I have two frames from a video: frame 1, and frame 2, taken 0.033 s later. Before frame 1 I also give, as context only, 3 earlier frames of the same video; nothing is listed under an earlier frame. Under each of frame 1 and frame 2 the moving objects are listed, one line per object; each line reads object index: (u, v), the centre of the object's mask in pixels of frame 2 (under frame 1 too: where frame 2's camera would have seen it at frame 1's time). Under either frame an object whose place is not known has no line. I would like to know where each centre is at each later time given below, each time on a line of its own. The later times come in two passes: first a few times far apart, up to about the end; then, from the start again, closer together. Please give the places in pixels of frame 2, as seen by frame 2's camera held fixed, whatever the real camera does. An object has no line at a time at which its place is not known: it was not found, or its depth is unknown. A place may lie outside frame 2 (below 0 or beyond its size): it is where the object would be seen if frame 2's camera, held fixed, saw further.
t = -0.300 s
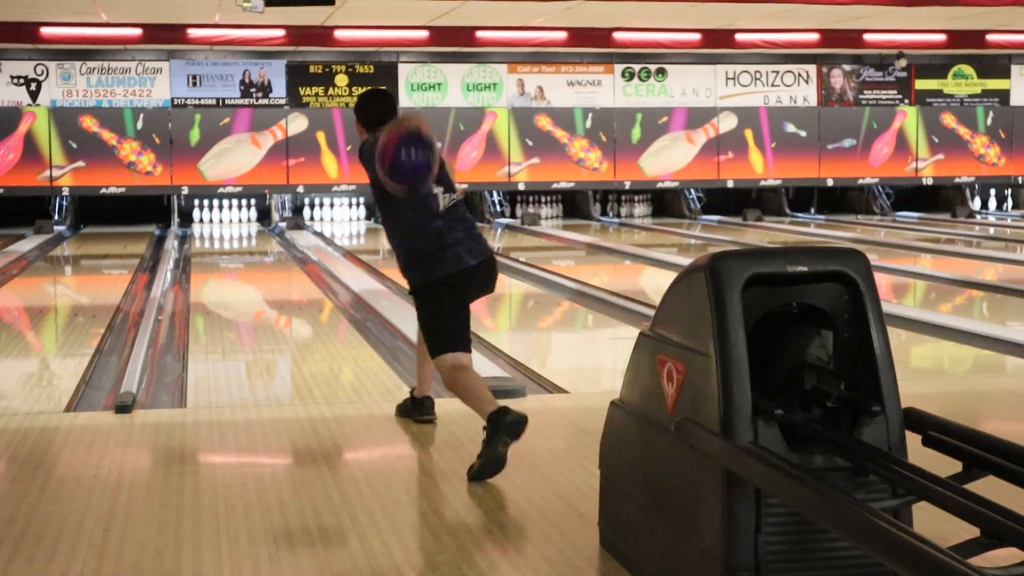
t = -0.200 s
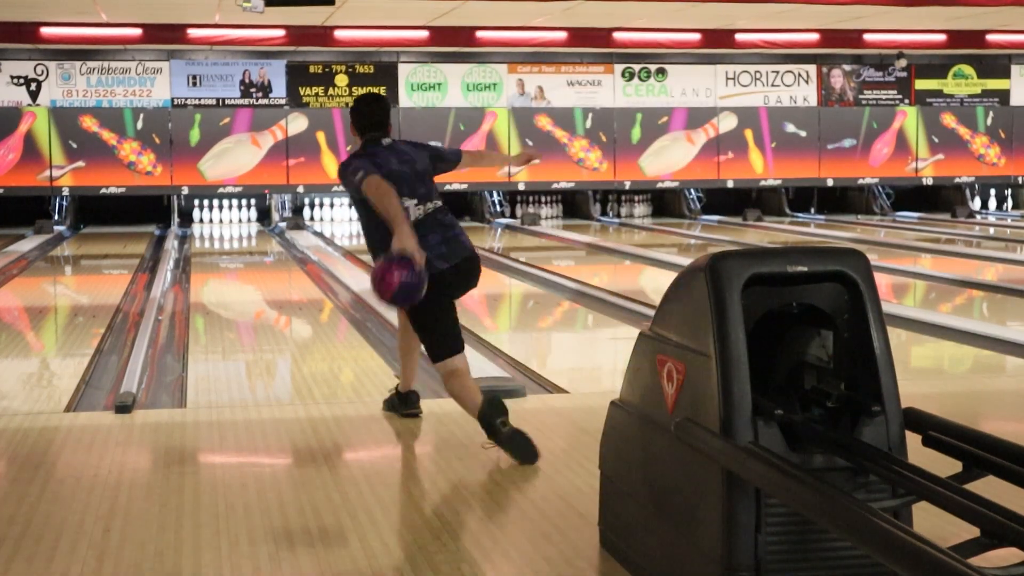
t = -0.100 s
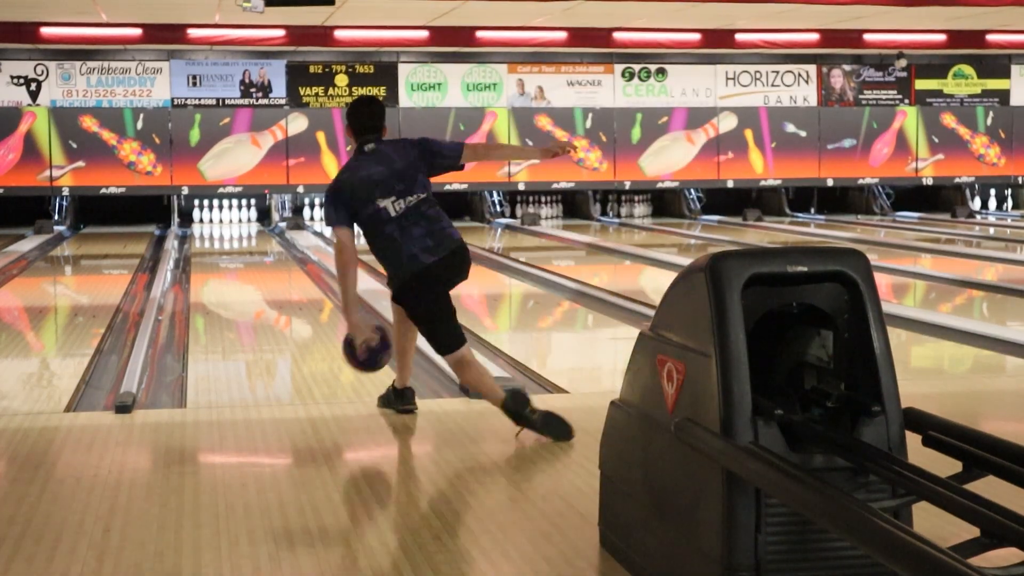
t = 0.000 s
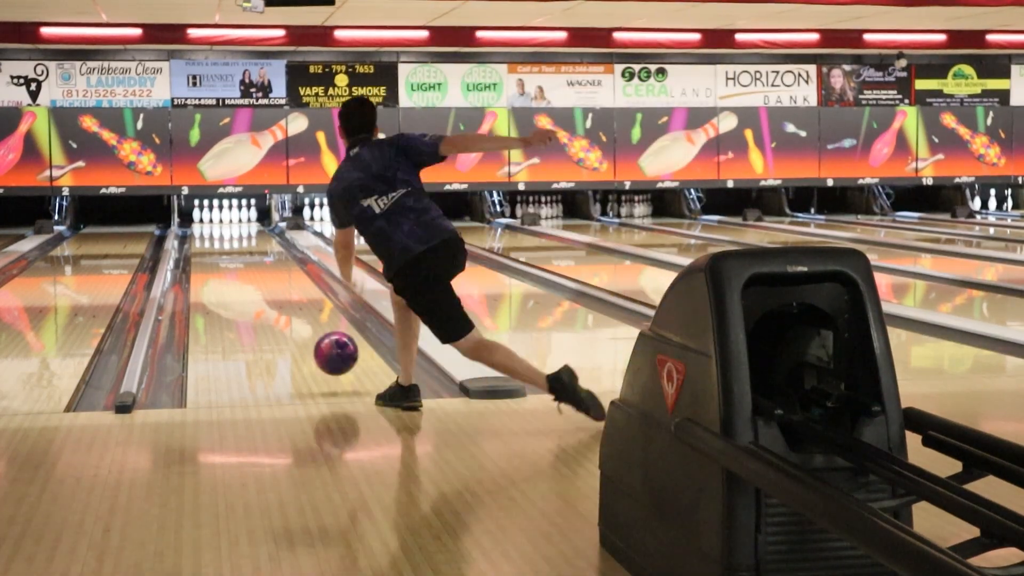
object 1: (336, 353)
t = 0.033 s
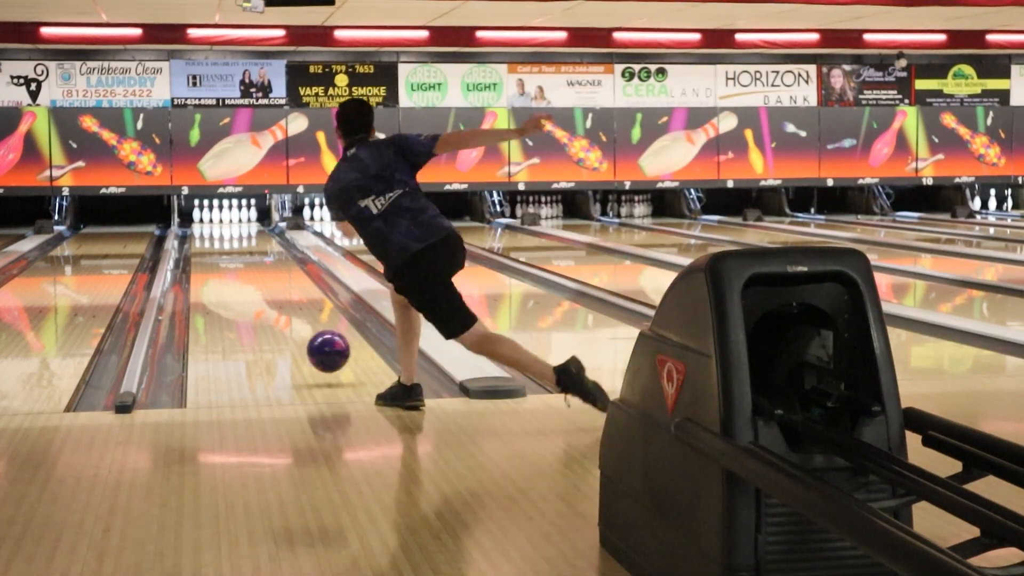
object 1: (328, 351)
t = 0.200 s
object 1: (298, 334)
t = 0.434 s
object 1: (268, 303)
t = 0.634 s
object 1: (250, 284)
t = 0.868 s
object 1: (234, 268)
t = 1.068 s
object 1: (224, 256)
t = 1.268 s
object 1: (217, 247)
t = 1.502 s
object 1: (211, 238)
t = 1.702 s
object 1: (208, 232)
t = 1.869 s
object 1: (208, 227)
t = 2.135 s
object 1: (216, 222)
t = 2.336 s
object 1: (224, 218)
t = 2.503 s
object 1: (231, 215)
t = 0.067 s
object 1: (321, 351)
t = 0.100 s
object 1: (315, 351)
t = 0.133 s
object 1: (309, 344)
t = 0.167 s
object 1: (303, 339)
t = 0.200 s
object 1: (298, 334)
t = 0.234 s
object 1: (292, 329)
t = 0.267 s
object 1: (288, 324)
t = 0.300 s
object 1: (283, 319)
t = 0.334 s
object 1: (279, 315)
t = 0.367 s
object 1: (275, 311)
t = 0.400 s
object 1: (271, 307)
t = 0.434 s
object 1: (268, 303)
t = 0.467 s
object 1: (264, 300)
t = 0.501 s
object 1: (261, 296)
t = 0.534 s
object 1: (258, 293)
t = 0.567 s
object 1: (255, 290)
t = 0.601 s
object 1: (252, 287)
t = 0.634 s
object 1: (250, 284)
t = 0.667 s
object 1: (247, 282)
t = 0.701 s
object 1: (245, 279)
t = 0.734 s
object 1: (242, 277)
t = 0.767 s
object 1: (240, 274)
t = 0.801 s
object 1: (238, 272)
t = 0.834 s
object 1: (236, 270)
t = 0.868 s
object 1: (234, 268)
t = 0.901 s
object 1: (232, 266)
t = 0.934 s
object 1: (231, 264)
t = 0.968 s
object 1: (229, 262)
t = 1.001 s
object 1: (227, 260)
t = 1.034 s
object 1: (226, 258)
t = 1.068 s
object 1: (224, 256)
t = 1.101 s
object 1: (223, 255)
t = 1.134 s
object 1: (222, 253)
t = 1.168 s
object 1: (220, 251)
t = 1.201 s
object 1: (219, 250)
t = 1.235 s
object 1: (218, 248)
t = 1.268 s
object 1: (217, 247)
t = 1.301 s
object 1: (216, 245)
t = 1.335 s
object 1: (215, 244)
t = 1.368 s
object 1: (214, 243)
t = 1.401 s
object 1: (213, 241)
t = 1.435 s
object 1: (212, 240)
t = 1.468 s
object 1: (211, 239)
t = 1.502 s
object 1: (211, 238)
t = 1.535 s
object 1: (210, 236)
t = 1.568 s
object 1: (210, 236)
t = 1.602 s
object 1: (209, 235)
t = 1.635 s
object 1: (208, 234)
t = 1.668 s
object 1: (208, 232)
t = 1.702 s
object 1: (208, 232)
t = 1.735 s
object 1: (207, 230)
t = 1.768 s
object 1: (207, 230)
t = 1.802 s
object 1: (208, 229)
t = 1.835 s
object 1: (208, 228)
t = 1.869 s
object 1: (208, 227)
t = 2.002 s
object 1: (211, 224)
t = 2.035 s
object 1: (212, 223)
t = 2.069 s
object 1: (213, 223)
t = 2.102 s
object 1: (214, 222)
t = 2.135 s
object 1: (216, 222)
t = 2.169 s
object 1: (217, 221)
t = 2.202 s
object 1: (218, 220)
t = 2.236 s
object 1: (220, 219)
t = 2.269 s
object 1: (222, 219)
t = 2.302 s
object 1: (223, 218)
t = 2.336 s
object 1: (224, 218)
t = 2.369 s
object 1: (224, 217)
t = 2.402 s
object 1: (225, 217)
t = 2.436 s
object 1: (227, 216)
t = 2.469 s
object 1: (230, 216)
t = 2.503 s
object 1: (231, 215)
